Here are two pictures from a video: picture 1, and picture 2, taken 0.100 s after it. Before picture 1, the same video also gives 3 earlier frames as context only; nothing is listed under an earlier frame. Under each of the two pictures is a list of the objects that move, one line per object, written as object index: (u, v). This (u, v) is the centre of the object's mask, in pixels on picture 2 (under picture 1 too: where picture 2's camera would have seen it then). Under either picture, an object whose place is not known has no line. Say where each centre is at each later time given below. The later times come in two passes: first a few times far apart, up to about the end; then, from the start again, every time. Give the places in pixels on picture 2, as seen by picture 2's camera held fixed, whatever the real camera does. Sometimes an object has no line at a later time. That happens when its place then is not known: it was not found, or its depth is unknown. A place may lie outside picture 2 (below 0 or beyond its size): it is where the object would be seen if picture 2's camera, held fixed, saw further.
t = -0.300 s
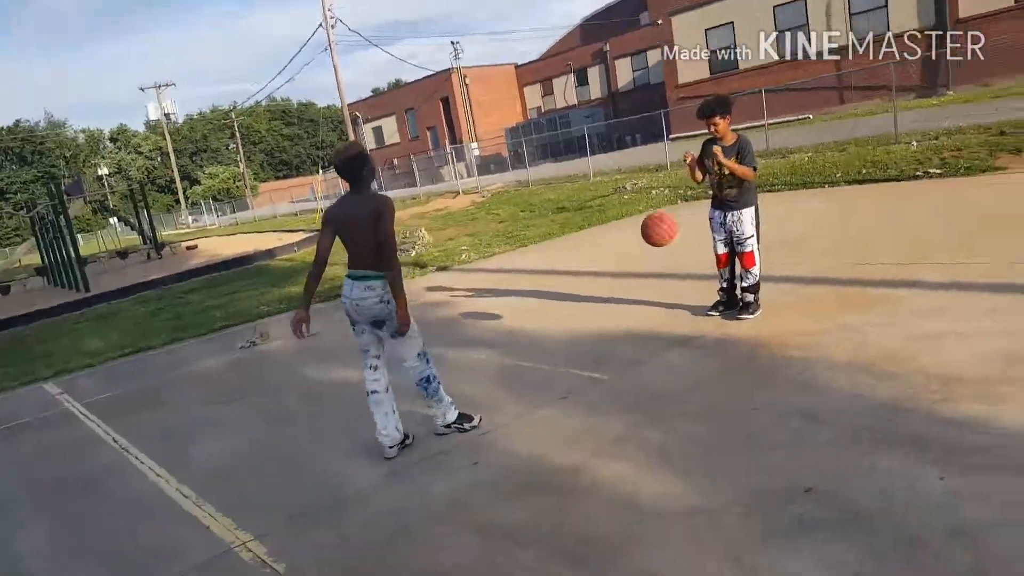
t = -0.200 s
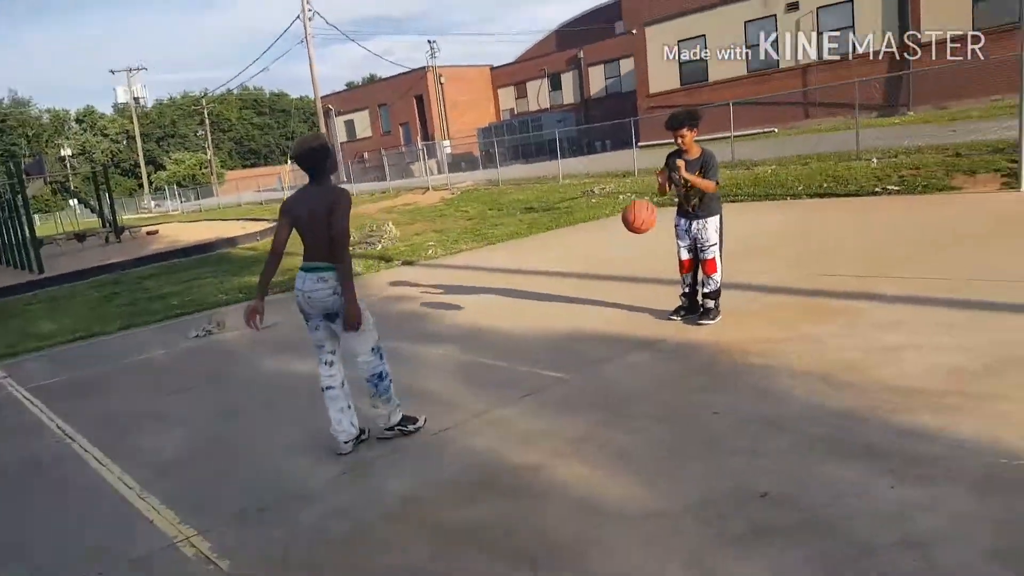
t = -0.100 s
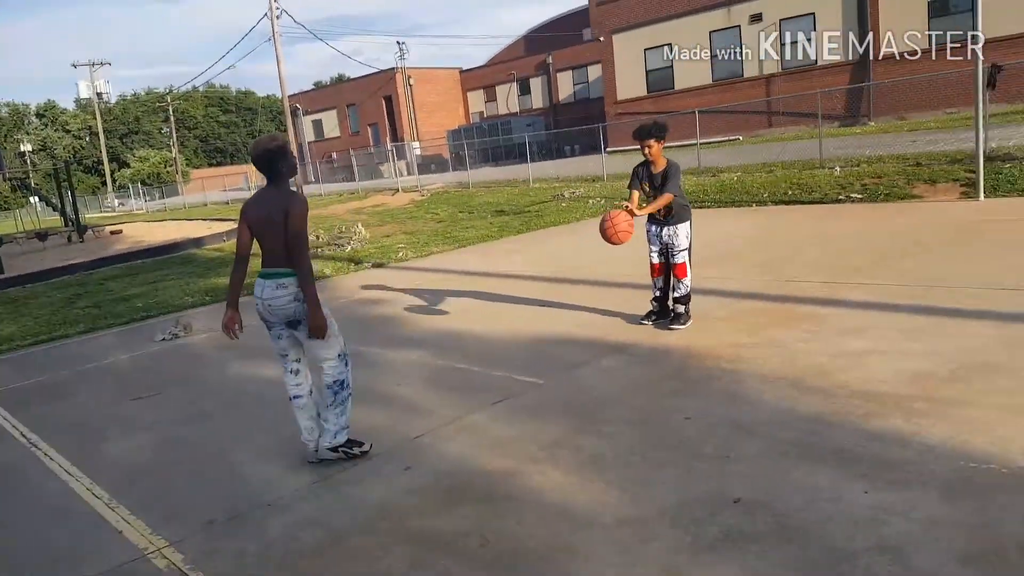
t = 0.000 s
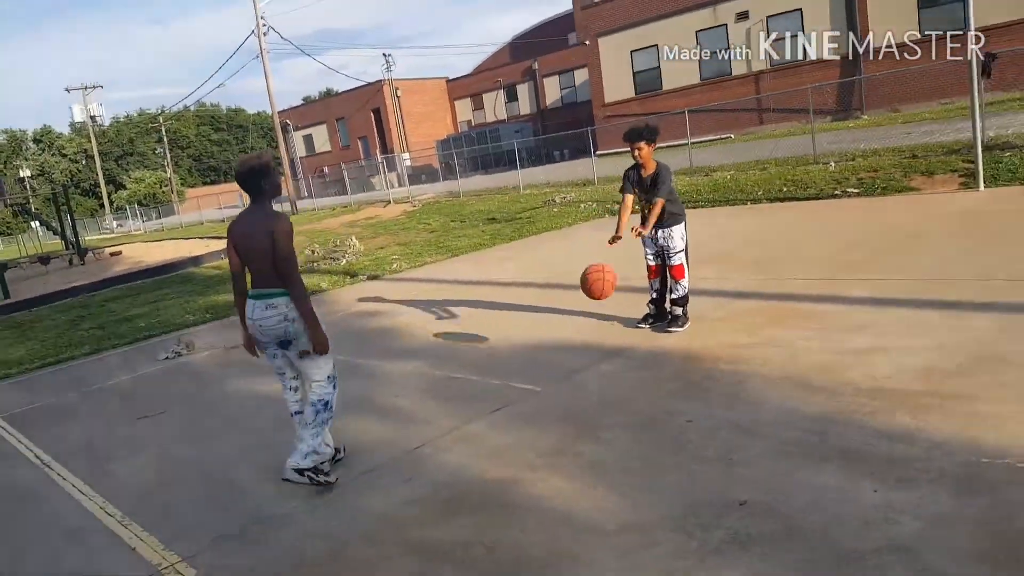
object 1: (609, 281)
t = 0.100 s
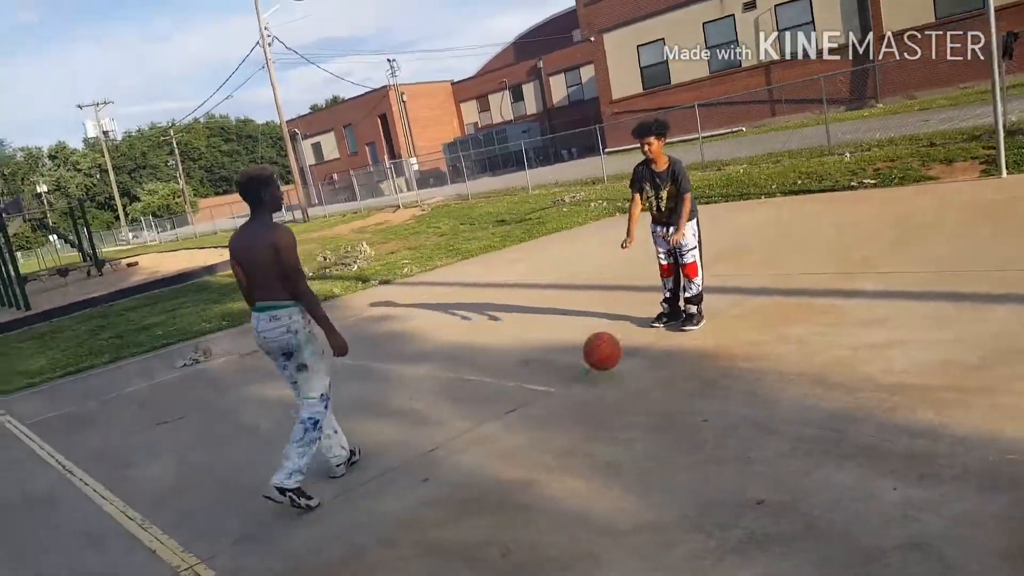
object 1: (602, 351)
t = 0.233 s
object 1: (581, 311)
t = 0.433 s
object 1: (552, 257)
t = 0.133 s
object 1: (598, 356)
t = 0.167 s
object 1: (593, 339)
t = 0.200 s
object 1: (586, 325)
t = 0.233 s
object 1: (581, 311)
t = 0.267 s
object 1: (576, 299)
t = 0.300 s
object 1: (570, 287)
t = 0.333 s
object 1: (565, 278)
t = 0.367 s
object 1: (560, 269)
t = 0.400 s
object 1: (556, 263)
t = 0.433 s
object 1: (552, 257)
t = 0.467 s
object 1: (547, 255)
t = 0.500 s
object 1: (542, 253)
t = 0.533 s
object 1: (537, 254)
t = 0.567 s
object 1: (534, 256)
